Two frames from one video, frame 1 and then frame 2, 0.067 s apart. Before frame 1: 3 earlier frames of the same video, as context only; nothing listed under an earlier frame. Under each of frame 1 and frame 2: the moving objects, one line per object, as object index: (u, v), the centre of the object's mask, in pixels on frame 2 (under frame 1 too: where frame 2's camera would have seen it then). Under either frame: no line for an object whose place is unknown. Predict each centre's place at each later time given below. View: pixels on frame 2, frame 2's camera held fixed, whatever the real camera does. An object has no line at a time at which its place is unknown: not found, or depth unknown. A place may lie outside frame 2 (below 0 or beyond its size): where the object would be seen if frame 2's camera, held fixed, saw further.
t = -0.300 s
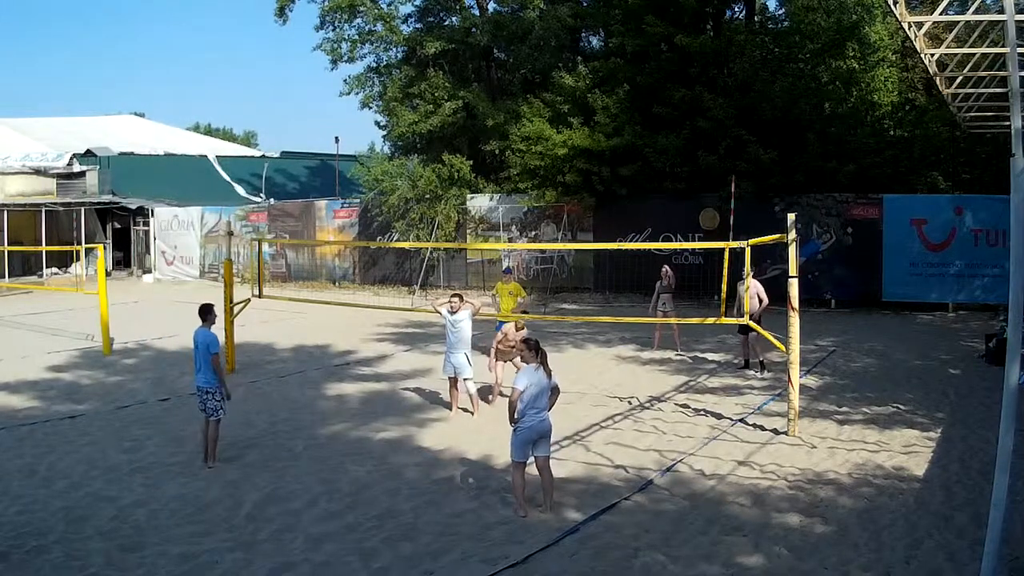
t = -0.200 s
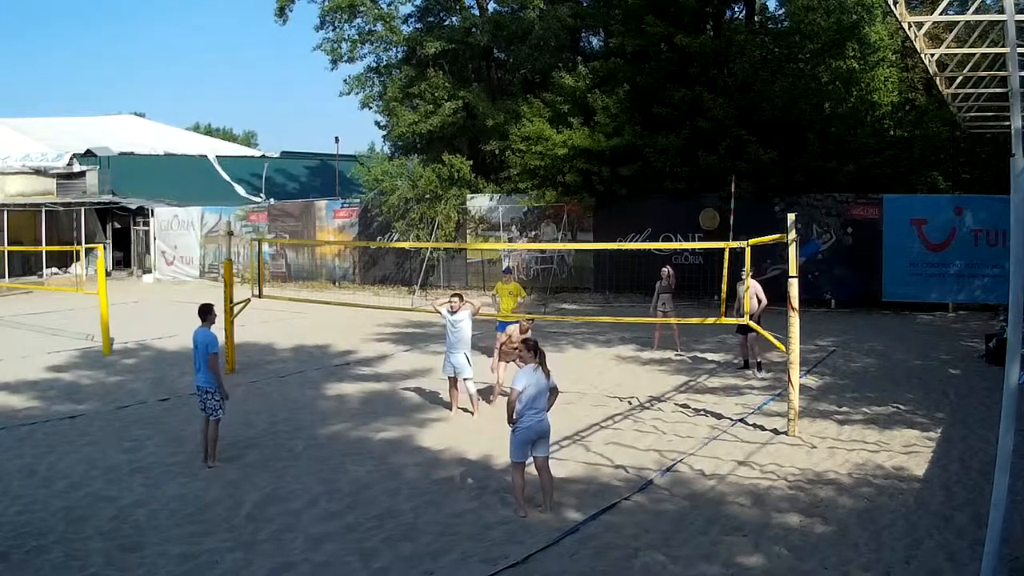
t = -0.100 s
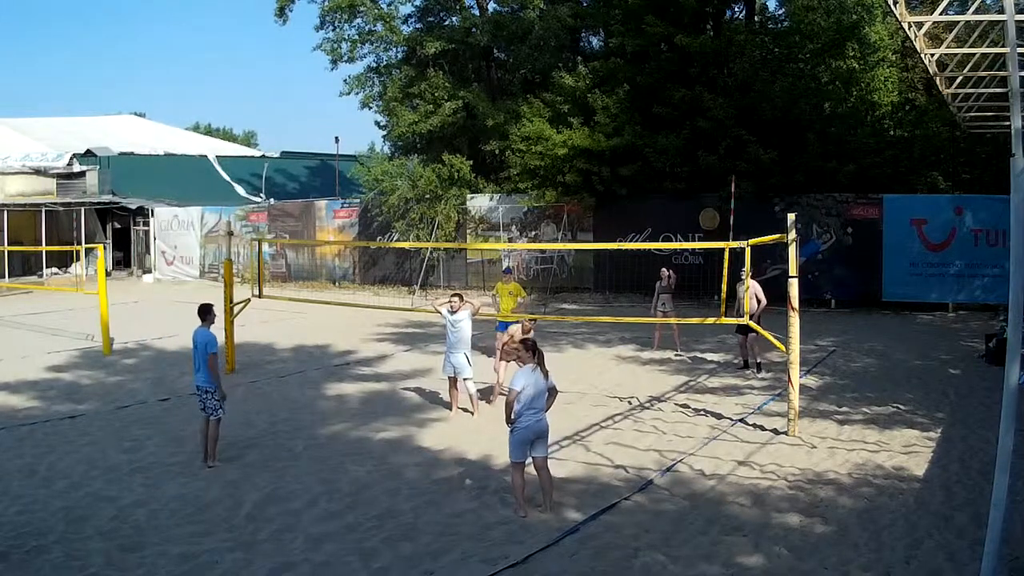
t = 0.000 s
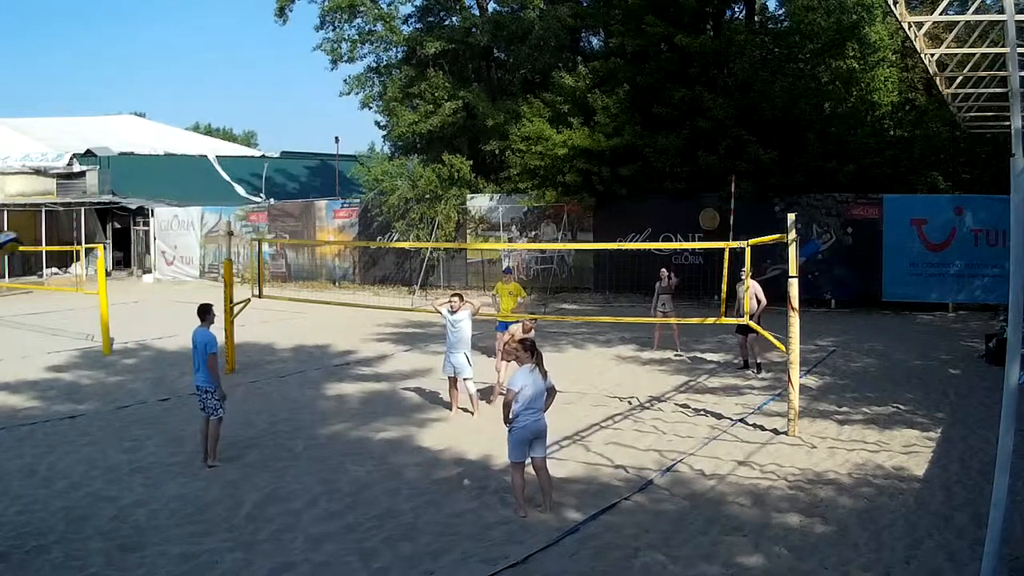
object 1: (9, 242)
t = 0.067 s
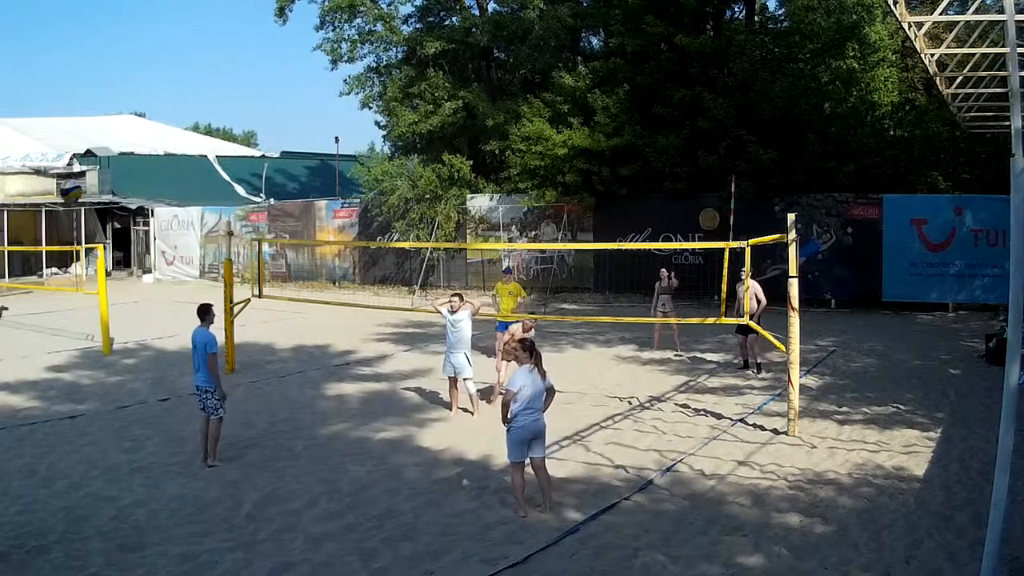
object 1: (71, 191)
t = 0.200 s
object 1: (179, 117)
